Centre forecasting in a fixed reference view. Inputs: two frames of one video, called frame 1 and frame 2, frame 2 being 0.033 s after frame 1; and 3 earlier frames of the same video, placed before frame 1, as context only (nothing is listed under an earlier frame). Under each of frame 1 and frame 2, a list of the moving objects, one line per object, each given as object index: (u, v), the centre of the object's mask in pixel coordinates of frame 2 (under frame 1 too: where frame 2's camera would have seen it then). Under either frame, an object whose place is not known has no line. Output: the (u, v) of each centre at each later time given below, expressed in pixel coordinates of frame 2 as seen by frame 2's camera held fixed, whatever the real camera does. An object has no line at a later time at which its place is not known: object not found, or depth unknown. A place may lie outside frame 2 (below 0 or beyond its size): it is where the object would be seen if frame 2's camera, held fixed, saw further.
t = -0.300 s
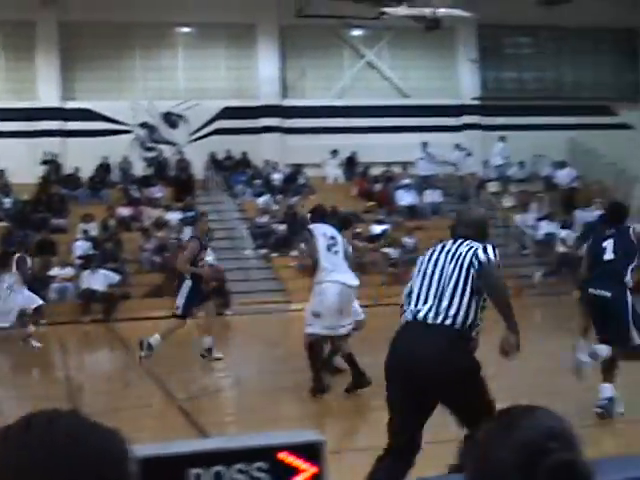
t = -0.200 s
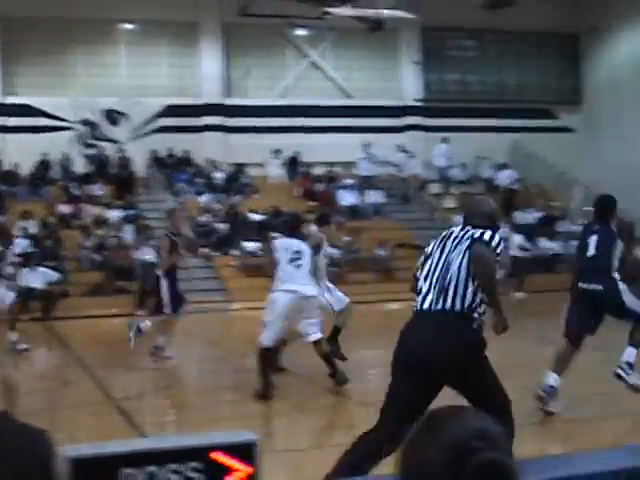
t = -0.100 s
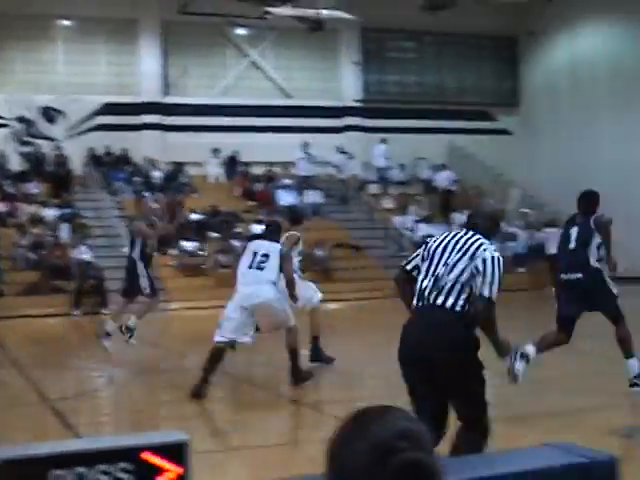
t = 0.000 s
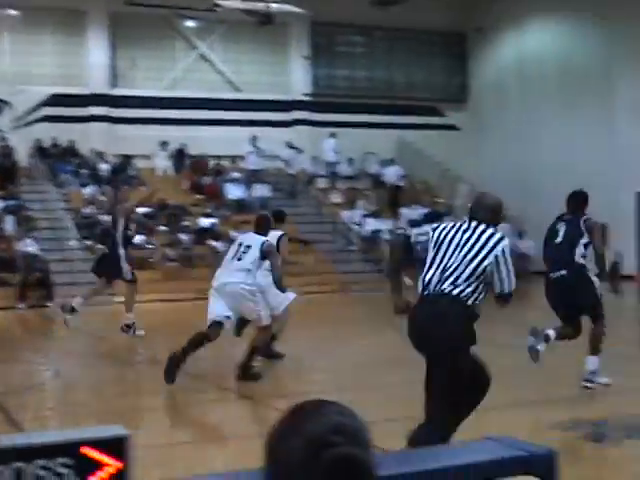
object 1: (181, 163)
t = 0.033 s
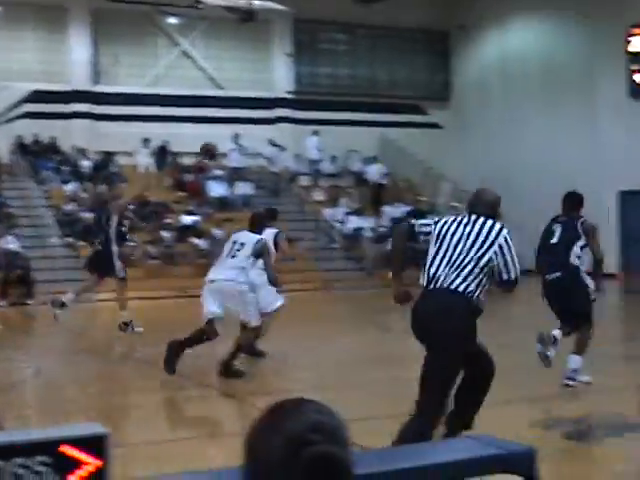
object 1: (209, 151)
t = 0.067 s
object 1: (235, 143)
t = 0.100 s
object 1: (260, 137)
